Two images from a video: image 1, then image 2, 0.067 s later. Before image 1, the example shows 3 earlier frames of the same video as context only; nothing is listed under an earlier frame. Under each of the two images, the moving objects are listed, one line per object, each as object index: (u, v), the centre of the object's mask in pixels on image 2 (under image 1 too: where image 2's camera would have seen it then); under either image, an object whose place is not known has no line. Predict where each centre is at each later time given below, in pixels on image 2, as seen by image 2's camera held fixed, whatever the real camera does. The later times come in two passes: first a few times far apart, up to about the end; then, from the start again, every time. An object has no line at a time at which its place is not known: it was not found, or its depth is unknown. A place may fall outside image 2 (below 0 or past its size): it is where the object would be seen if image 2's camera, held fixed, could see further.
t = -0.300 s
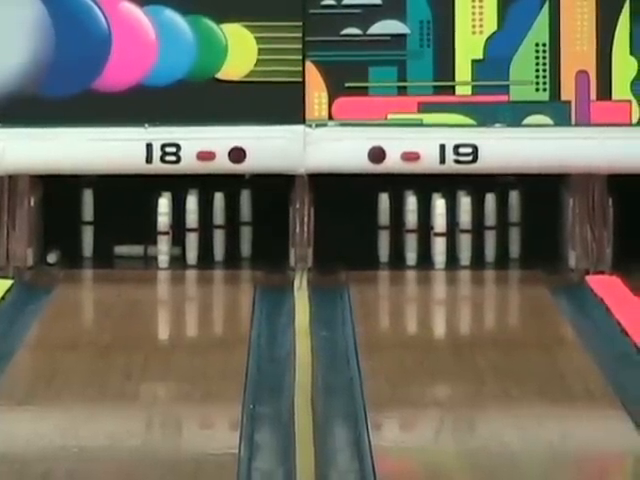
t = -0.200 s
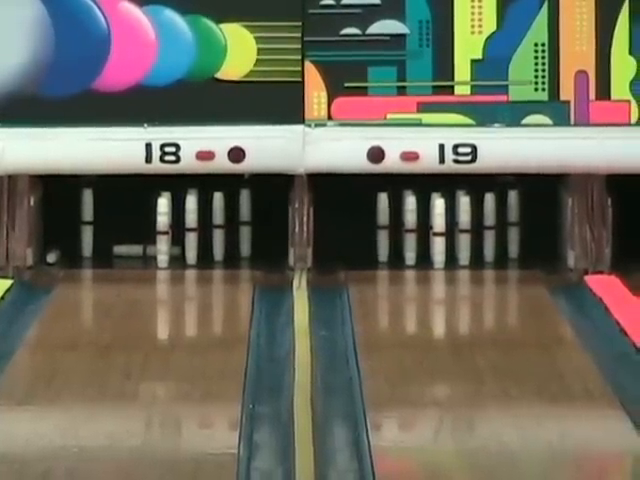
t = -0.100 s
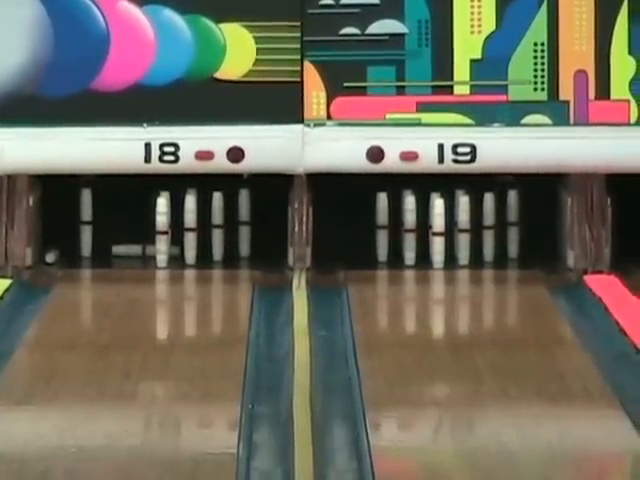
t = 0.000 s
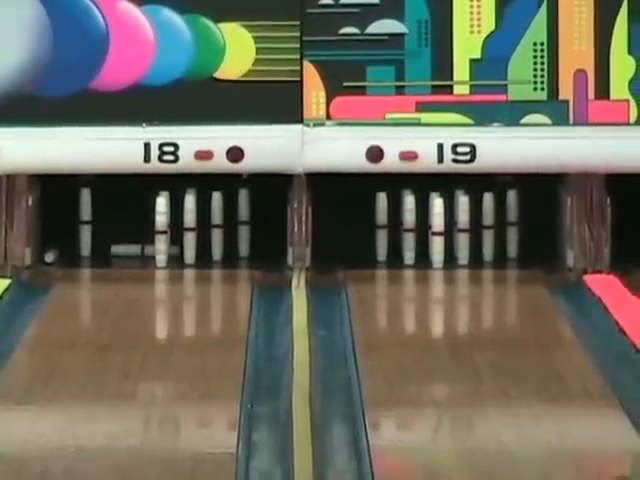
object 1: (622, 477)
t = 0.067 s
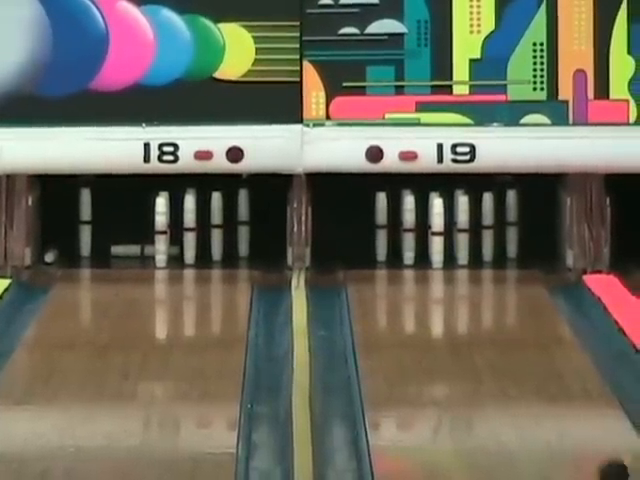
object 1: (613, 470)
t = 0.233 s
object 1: (596, 435)
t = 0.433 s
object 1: (580, 397)
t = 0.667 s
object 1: (563, 359)
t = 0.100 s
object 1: (609, 465)
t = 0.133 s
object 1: (606, 459)
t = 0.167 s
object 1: (603, 450)
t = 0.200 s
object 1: (599, 443)
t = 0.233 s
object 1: (596, 435)
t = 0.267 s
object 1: (593, 428)
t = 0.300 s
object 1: (590, 421)
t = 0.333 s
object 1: (588, 415)
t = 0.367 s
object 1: (585, 409)
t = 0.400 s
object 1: (582, 402)
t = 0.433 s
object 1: (580, 397)
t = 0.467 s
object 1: (577, 390)
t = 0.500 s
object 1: (575, 385)
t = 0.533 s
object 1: (572, 379)
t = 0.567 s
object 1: (570, 374)
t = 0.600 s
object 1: (567, 369)
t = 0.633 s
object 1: (566, 364)
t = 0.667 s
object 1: (563, 359)
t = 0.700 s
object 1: (561, 354)
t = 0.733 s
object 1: (559, 350)
